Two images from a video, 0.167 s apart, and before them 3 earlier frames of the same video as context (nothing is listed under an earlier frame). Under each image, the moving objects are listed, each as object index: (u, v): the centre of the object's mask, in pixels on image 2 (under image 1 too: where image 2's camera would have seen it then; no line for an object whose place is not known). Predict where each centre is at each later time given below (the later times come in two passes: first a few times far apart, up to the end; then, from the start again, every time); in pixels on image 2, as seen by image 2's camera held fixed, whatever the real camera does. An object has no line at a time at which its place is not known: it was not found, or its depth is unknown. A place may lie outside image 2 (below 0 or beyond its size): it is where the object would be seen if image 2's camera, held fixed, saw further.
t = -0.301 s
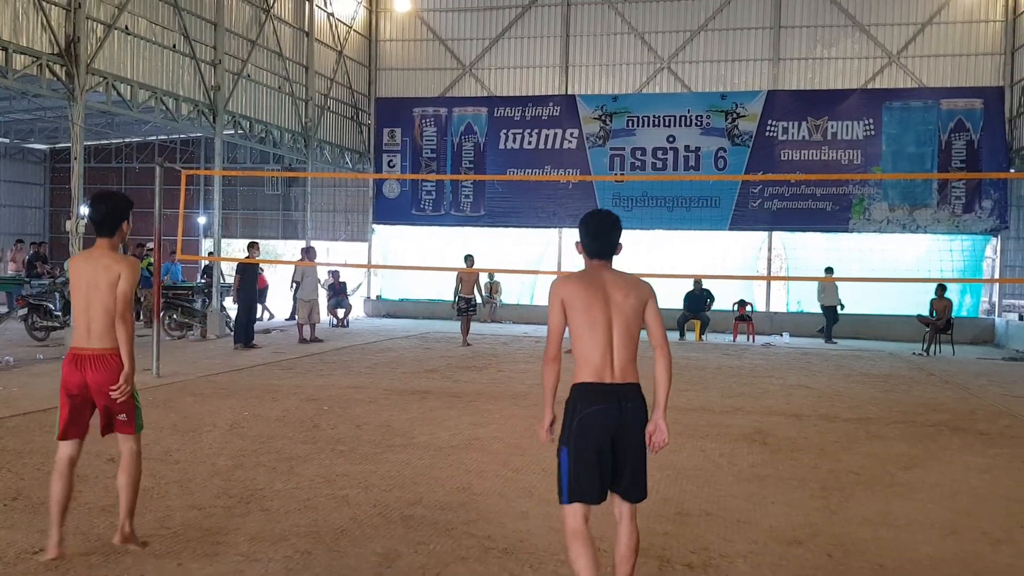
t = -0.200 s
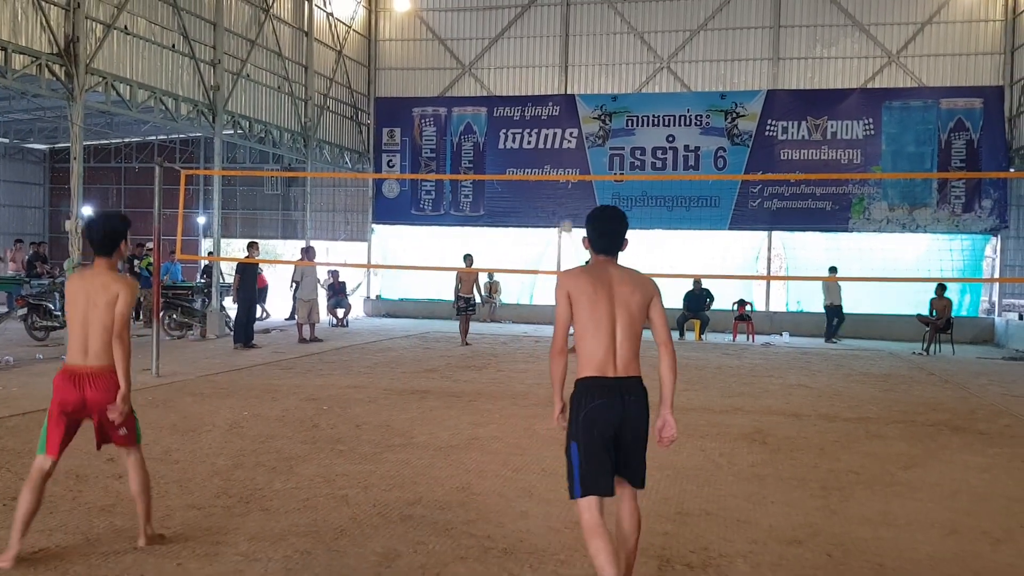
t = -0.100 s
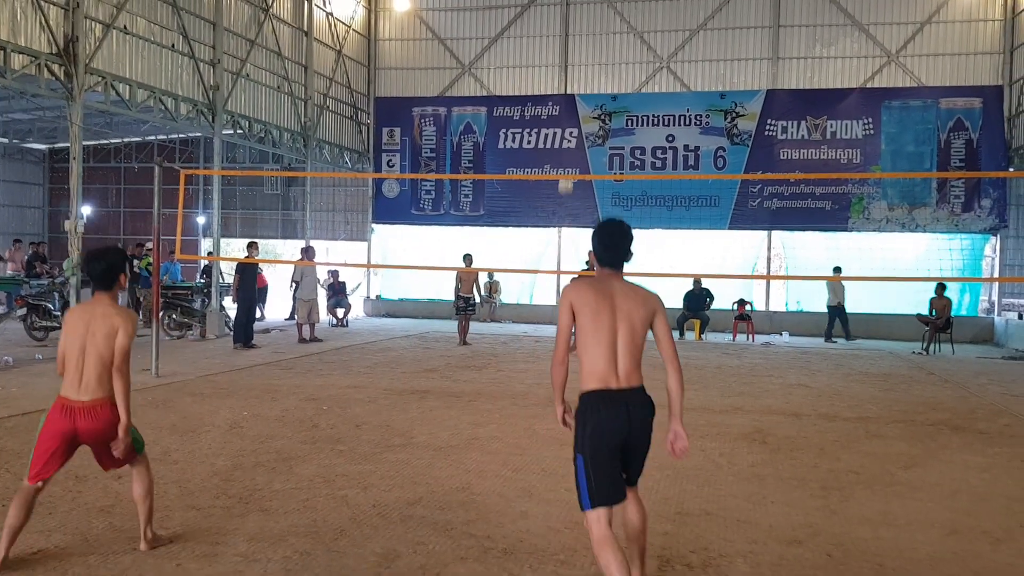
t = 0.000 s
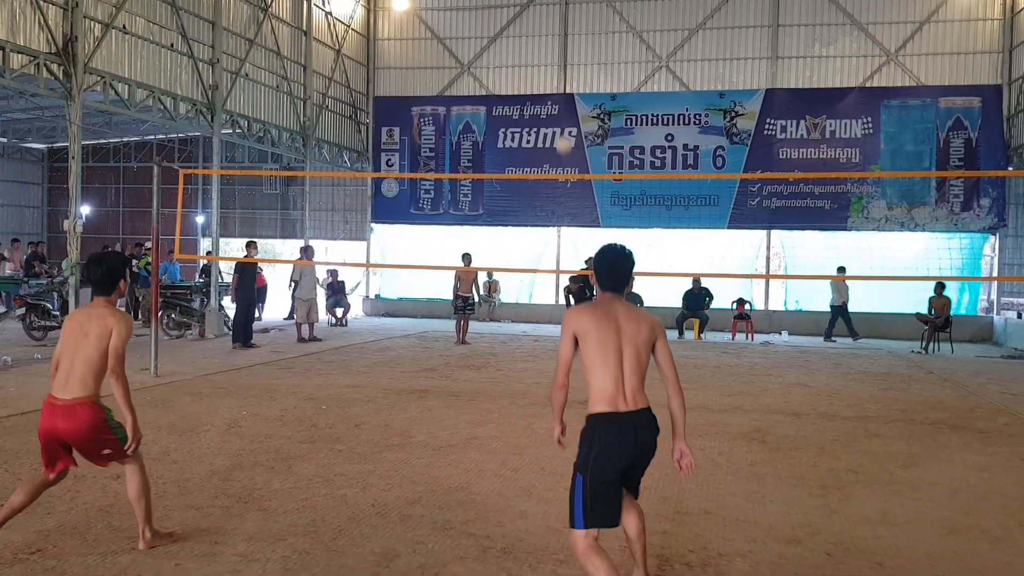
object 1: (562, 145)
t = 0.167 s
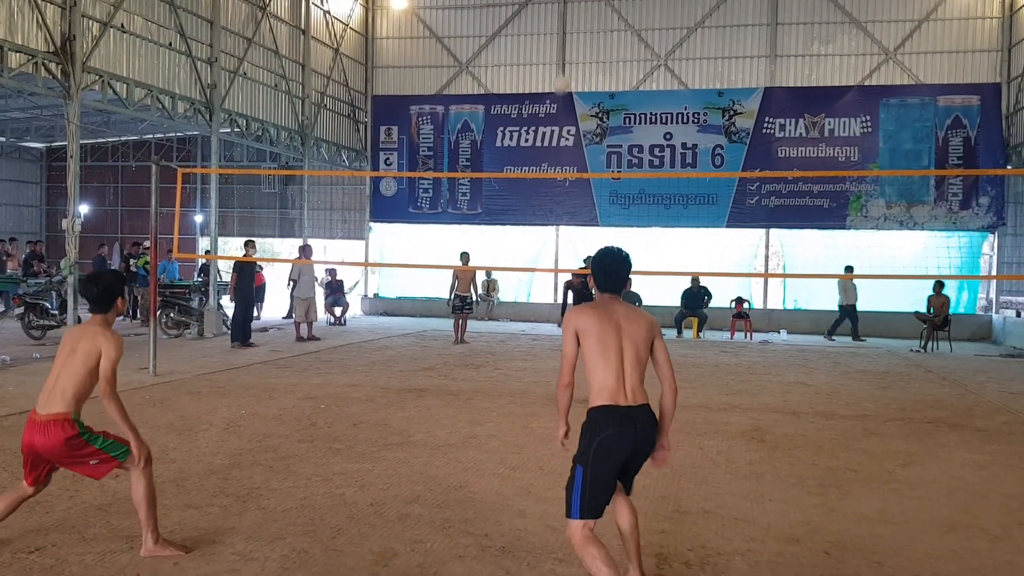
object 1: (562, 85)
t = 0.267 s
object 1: (560, 54)
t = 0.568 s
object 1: (553, 6)
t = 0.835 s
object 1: (539, 24)
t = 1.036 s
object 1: (527, 113)
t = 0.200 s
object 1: (561, 74)
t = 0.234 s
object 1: (561, 64)
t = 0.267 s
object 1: (560, 54)
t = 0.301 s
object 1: (560, 46)
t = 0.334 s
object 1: (559, 38)
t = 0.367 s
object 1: (559, 30)
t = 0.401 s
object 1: (558, 23)
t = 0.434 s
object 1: (558, 17)
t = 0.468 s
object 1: (556, 12)
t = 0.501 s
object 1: (556, 9)
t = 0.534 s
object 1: (555, 7)
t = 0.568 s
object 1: (553, 6)
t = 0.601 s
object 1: (552, 6)
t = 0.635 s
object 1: (550, 6)
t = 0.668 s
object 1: (548, 6)
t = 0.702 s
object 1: (546, 7)
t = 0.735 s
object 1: (545, 9)
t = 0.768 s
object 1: (544, 11)
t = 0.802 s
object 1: (541, 16)
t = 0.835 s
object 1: (539, 24)
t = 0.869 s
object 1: (538, 33)
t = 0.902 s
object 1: (535, 44)
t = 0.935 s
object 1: (534, 58)
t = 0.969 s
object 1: (531, 74)
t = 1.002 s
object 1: (529, 94)
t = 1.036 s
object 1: (527, 113)
